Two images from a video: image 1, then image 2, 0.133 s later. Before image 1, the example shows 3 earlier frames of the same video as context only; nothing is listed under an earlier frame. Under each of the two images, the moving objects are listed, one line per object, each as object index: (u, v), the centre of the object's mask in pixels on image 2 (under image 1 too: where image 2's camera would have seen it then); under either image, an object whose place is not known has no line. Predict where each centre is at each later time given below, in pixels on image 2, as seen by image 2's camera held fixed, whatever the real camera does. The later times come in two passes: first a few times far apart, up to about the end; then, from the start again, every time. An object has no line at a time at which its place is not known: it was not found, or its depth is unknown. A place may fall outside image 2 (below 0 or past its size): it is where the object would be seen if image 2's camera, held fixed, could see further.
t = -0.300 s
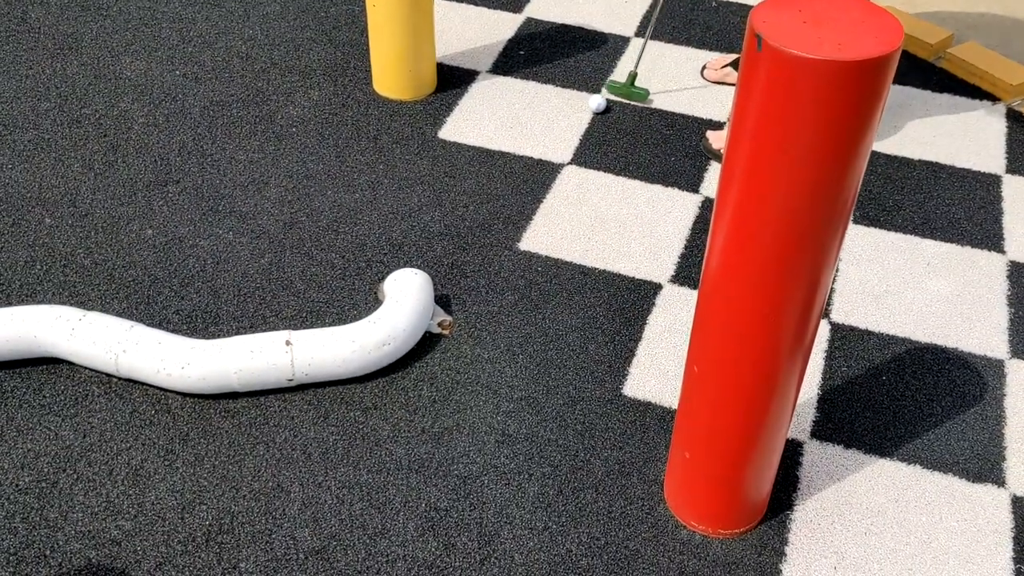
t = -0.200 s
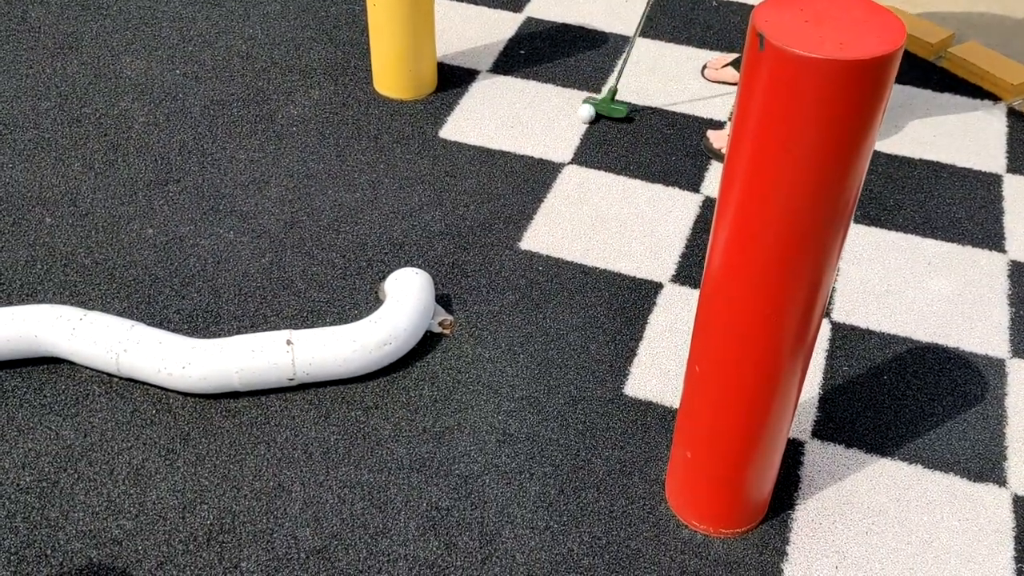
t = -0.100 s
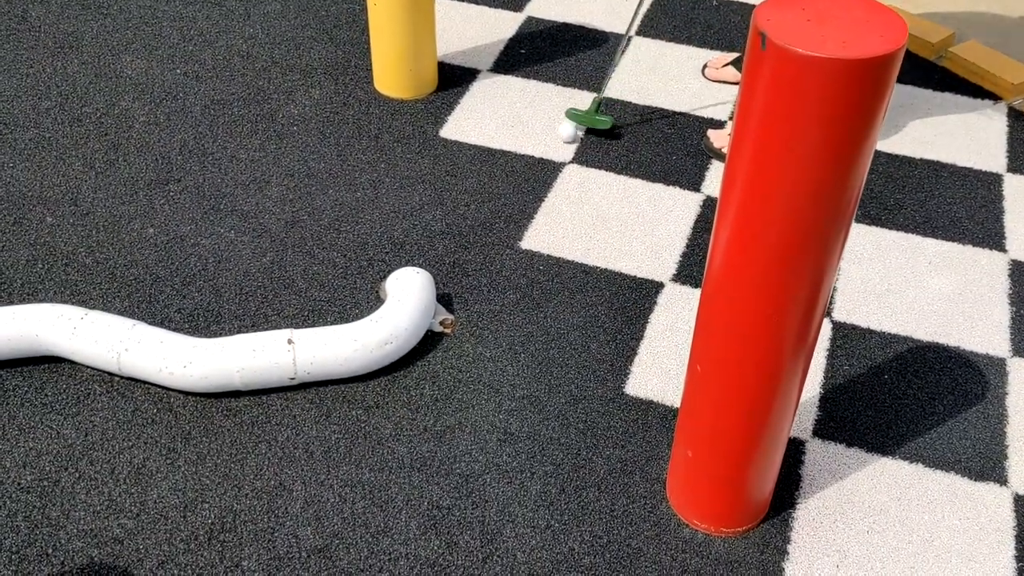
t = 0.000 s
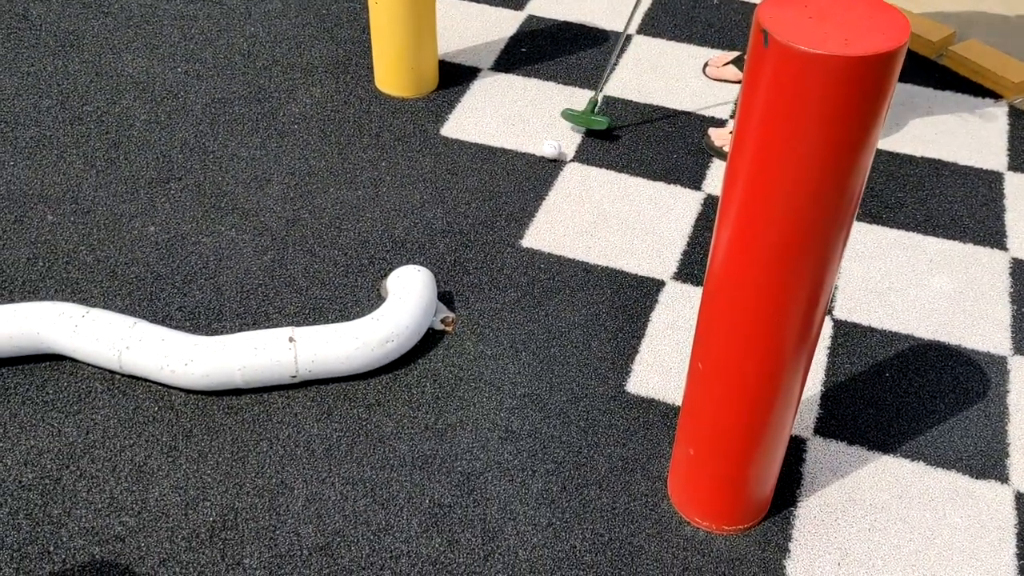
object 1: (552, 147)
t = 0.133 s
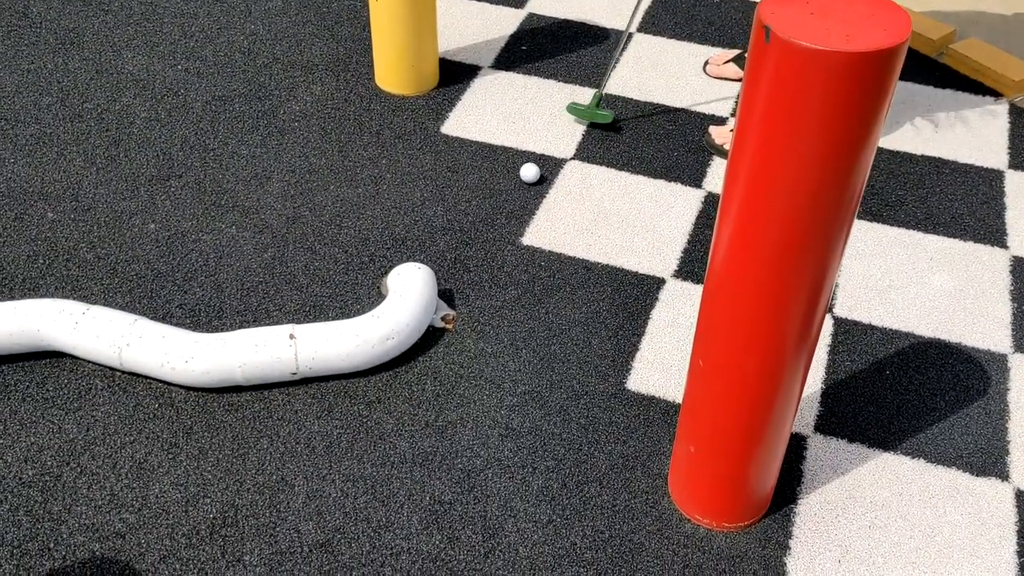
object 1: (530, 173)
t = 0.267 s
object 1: (508, 199)
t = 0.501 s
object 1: (472, 247)
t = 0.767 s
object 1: (456, 293)
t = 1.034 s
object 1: (479, 322)
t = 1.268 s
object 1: (488, 345)
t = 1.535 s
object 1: (488, 363)
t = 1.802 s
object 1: (483, 370)
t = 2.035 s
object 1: (483, 370)
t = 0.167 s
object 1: (524, 179)
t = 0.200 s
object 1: (519, 186)
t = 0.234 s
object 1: (513, 193)
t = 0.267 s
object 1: (508, 199)
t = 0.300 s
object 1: (503, 206)
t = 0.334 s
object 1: (498, 213)
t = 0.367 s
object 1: (493, 219)
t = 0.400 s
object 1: (487, 226)
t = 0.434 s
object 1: (482, 233)
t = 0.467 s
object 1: (477, 240)
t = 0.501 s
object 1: (472, 247)
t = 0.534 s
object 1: (467, 254)
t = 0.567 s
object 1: (462, 260)
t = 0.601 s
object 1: (458, 268)
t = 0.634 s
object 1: (454, 274)
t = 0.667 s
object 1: (449, 281)
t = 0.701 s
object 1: (448, 287)
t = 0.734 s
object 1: (452, 289)
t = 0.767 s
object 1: (456, 293)
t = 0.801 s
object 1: (460, 297)
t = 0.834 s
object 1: (463, 300)
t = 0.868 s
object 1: (466, 304)
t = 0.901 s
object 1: (469, 308)
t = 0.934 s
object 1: (471, 312)
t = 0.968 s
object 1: (474, 316)
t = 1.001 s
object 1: (477, 319)
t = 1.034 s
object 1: (479, 322)
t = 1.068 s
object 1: (481, 326)
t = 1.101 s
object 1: (483, 330)
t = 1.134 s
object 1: (485, 333)
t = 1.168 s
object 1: (486, 336)
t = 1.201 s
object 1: (487, 339)
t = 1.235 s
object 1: (488, 342)
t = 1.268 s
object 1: (488, 345)
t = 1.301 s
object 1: (487, 348)
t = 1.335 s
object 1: (487, 351)
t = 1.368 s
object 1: (487, 353)
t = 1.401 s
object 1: (487, 356)
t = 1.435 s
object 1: (488, 358)
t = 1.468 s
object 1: (488, 360)
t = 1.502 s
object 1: (488, 362)
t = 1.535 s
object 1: (488, 363)
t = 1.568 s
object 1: (487, 365)
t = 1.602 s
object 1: (487, 366)
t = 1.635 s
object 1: (487, 367)
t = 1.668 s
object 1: (487, 368)
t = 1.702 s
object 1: (486, 369)
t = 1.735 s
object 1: (485, 369)
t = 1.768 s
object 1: (484, 369)
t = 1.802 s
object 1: (483, 370)
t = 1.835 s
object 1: (483, 370)
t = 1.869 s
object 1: (483, 370)
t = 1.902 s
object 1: (483, 370)
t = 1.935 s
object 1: (483, 370)
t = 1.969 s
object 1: (483, 370)
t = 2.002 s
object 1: (483, 370)
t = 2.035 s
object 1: (483, 370)
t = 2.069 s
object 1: (483, 370)
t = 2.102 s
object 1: (483, 370)
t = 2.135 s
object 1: (483, 370)
